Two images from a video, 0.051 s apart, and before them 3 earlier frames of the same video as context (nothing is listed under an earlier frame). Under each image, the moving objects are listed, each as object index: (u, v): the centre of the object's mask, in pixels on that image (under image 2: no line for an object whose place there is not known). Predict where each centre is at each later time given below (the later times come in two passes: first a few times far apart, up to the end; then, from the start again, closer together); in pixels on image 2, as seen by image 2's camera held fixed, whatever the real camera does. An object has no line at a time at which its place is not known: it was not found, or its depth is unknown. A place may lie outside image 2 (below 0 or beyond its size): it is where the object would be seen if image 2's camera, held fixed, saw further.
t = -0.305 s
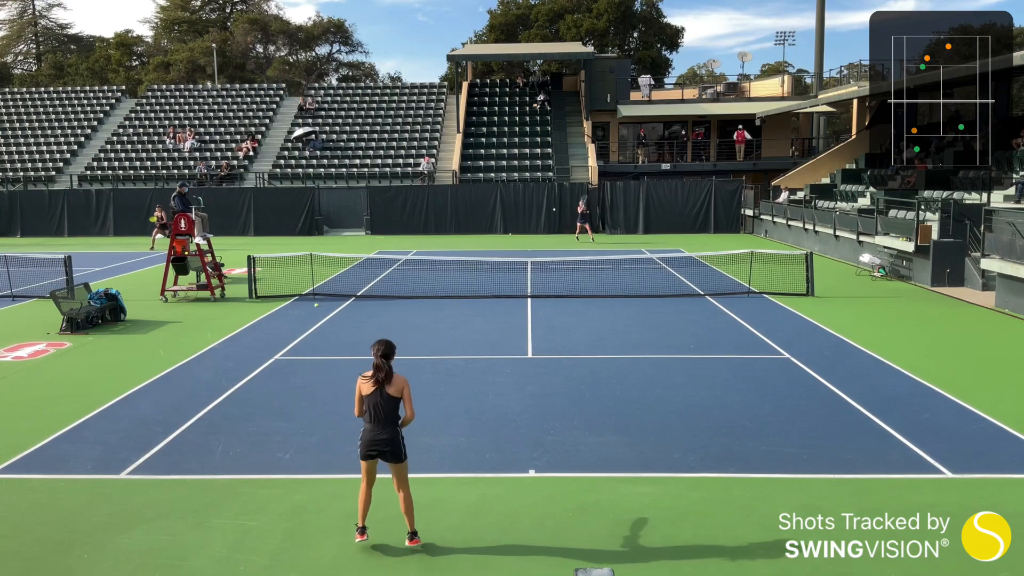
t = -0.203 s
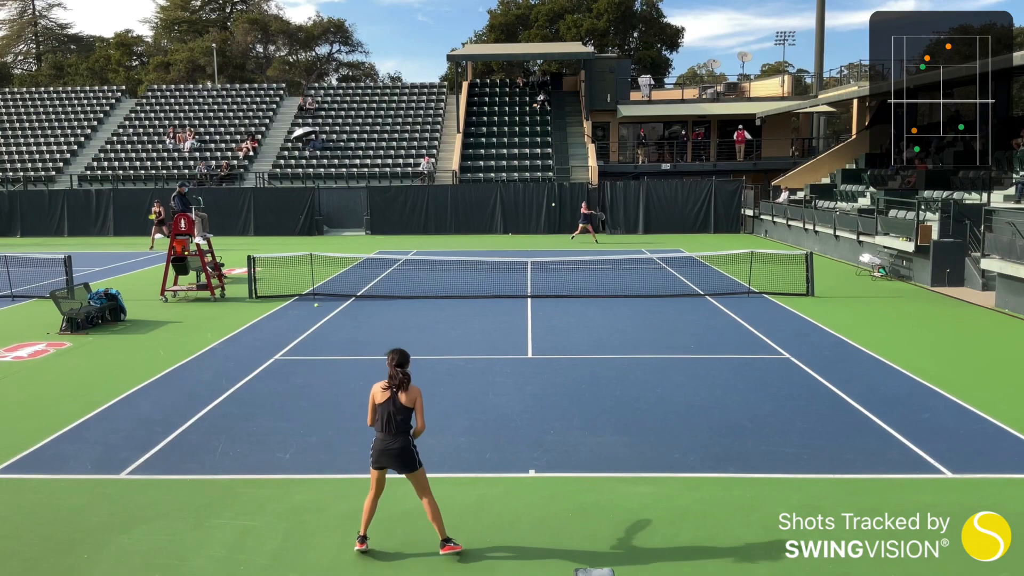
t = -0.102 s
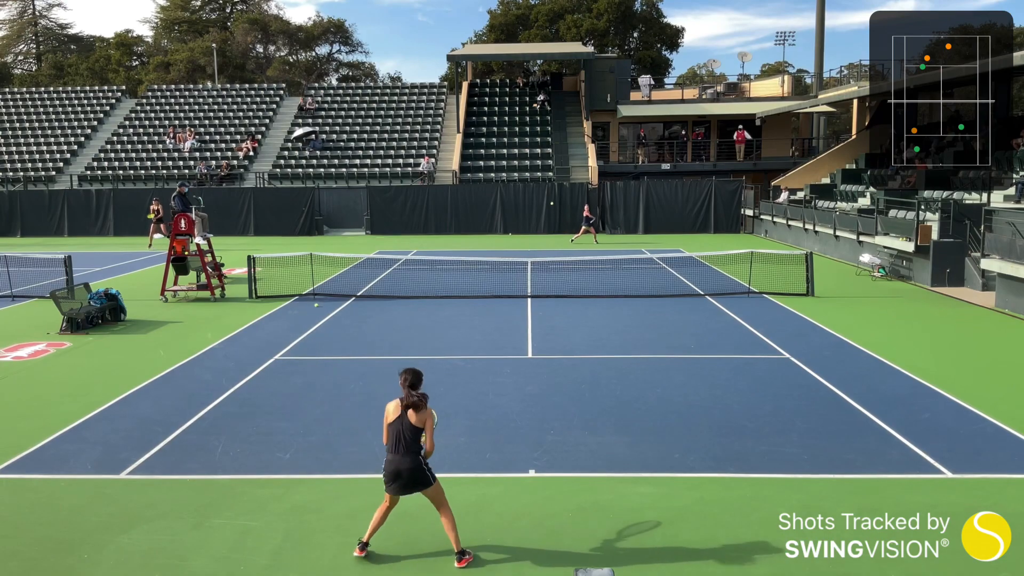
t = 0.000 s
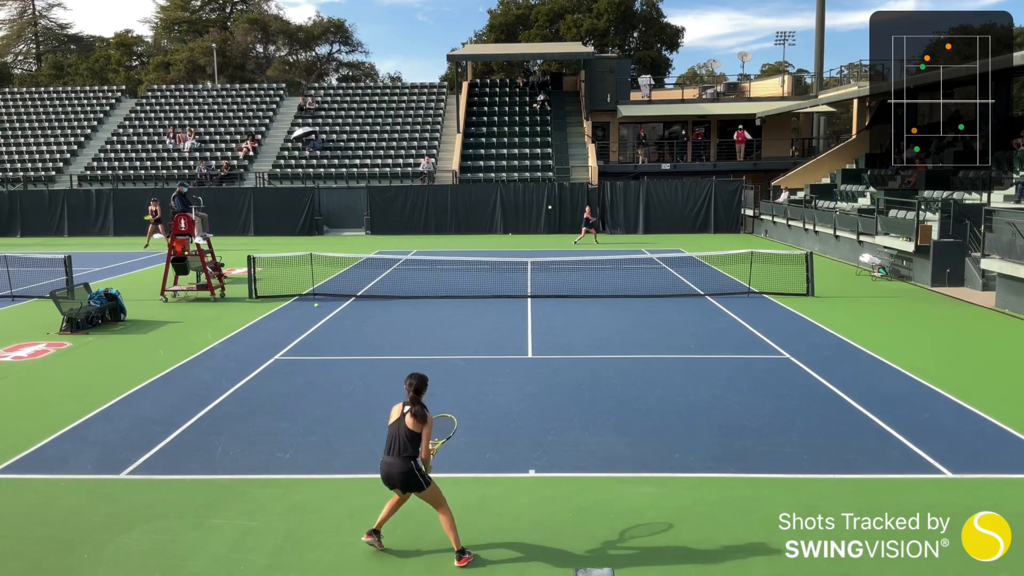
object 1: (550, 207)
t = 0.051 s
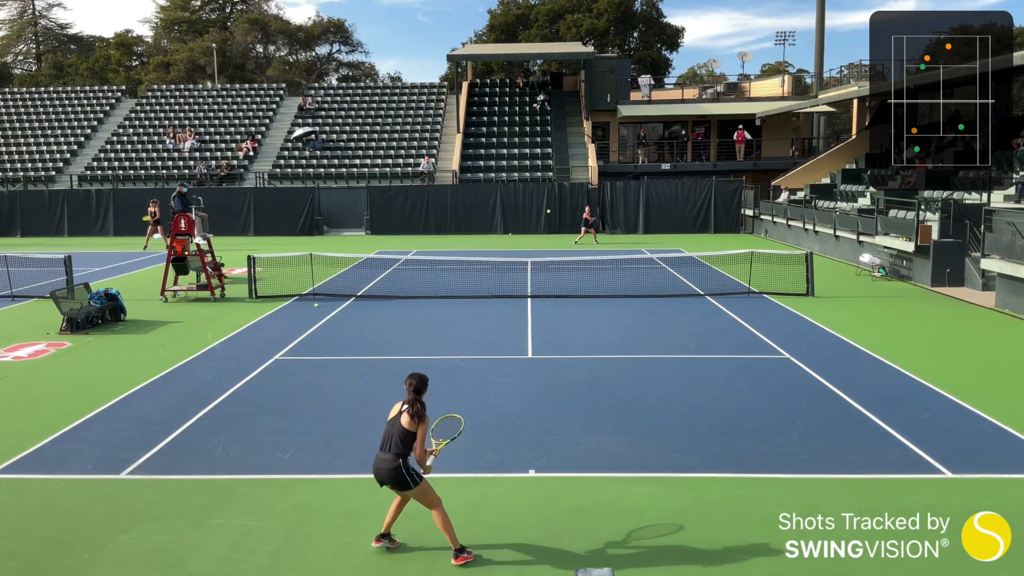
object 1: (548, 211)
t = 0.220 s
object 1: (541, 242)
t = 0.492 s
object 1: (521, 363)
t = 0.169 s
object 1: (544, 228)
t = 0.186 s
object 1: (544, 231)
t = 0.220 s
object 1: (541, 242)
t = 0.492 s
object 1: (521, 363)
